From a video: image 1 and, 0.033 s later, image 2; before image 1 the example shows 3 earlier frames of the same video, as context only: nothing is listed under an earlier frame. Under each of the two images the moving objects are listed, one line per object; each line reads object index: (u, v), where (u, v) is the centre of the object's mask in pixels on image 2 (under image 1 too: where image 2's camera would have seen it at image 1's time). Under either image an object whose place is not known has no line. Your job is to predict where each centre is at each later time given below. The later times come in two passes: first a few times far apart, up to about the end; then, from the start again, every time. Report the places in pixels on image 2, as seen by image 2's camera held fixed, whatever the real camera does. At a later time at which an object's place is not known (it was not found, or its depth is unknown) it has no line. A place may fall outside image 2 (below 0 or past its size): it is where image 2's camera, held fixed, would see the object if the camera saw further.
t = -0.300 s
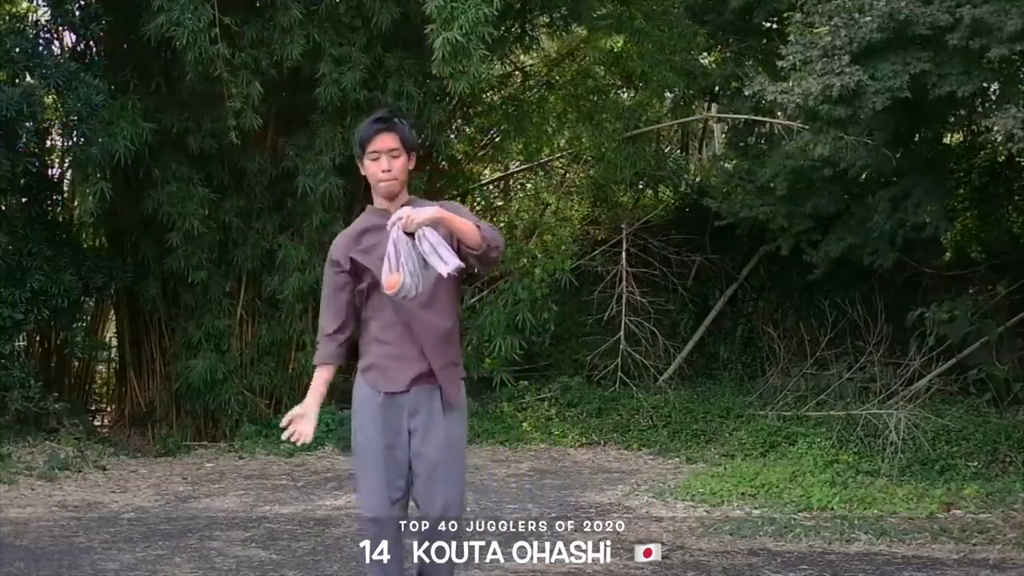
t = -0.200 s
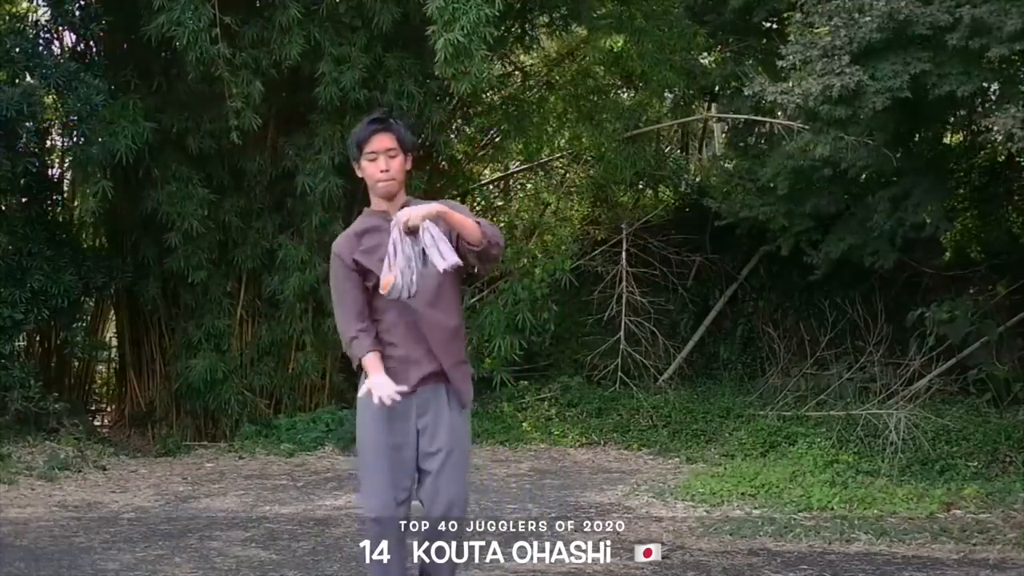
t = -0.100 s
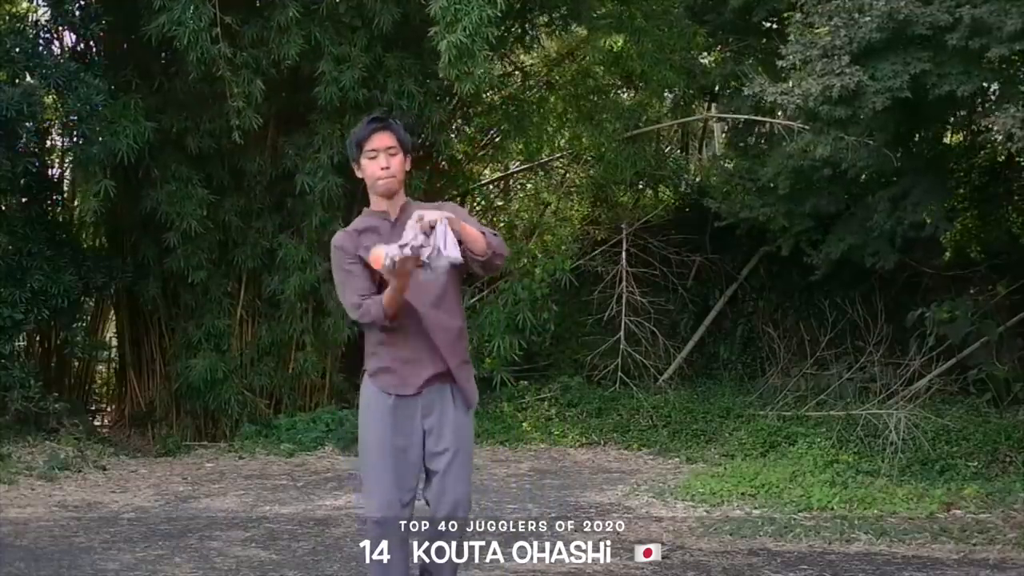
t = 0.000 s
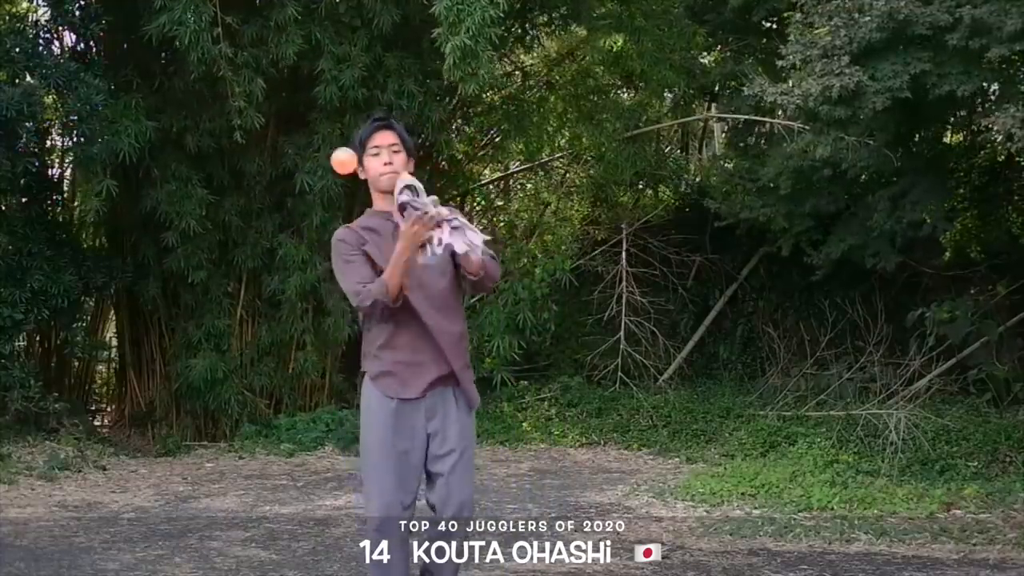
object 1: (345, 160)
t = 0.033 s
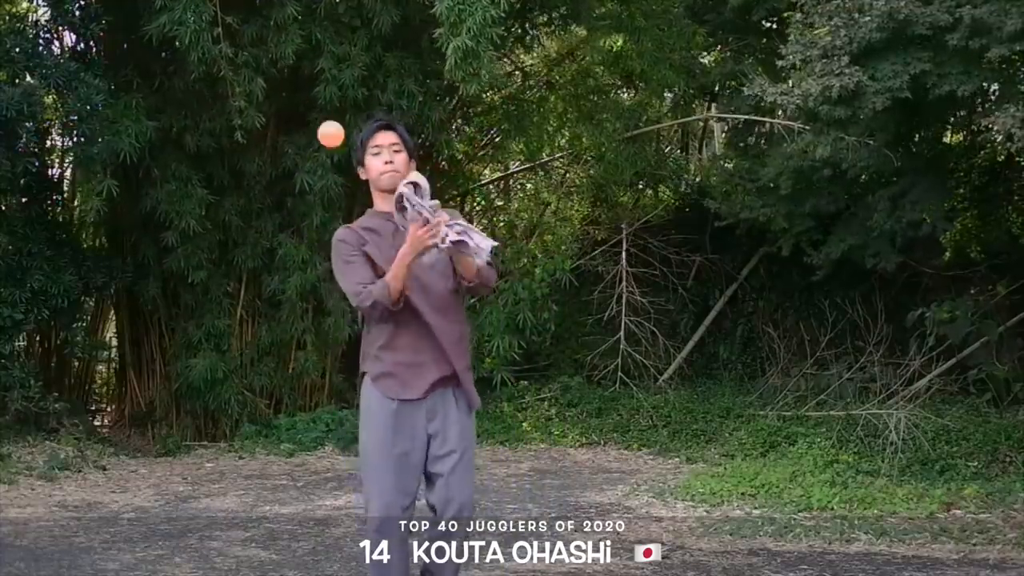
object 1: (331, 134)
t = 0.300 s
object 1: (218, 50)
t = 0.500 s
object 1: (122, 146)
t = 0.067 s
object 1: (318, 111)
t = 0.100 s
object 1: (304, 92)
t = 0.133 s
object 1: (291, 76)
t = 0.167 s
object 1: (276, 64)
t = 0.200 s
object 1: (263, 55)
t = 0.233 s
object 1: (248, 50)
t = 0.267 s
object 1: (233, 48)
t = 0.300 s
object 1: (218, 50)
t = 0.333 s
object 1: (203, 56)
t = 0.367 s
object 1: (188, 66)
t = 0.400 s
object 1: (171, 80)
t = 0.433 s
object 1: (155, 98)
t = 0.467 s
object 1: (139, 120)
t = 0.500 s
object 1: (122, 146)
